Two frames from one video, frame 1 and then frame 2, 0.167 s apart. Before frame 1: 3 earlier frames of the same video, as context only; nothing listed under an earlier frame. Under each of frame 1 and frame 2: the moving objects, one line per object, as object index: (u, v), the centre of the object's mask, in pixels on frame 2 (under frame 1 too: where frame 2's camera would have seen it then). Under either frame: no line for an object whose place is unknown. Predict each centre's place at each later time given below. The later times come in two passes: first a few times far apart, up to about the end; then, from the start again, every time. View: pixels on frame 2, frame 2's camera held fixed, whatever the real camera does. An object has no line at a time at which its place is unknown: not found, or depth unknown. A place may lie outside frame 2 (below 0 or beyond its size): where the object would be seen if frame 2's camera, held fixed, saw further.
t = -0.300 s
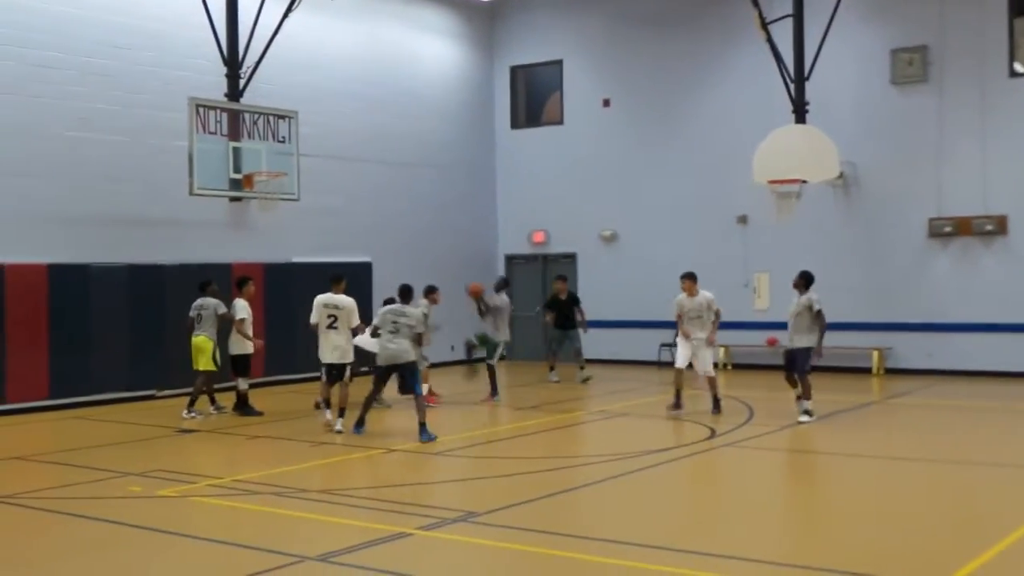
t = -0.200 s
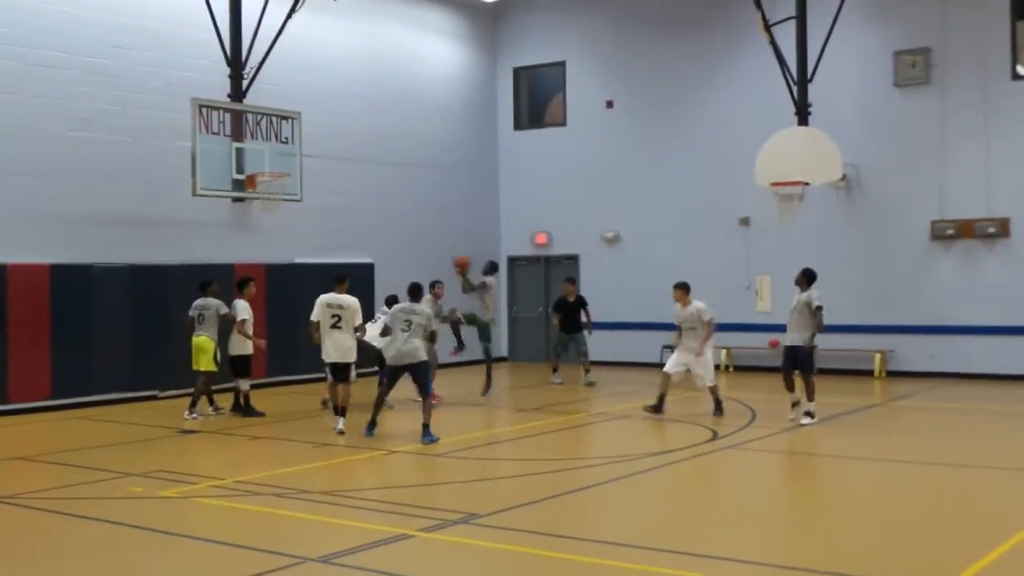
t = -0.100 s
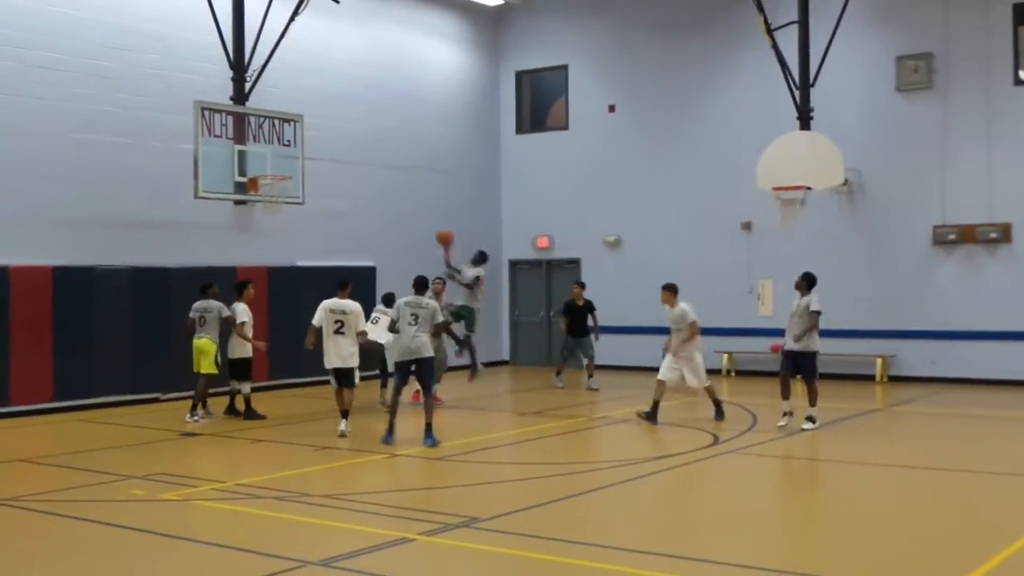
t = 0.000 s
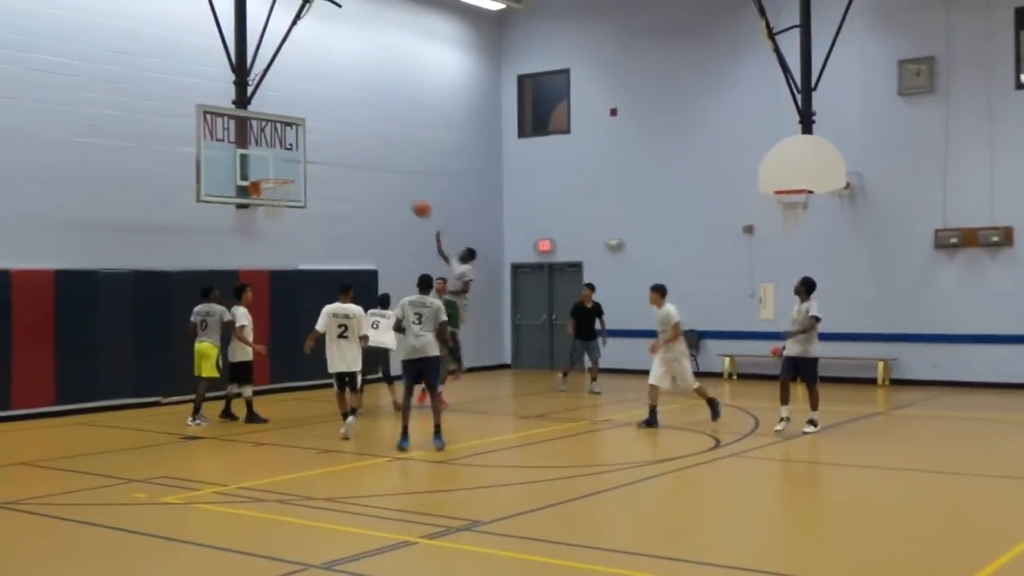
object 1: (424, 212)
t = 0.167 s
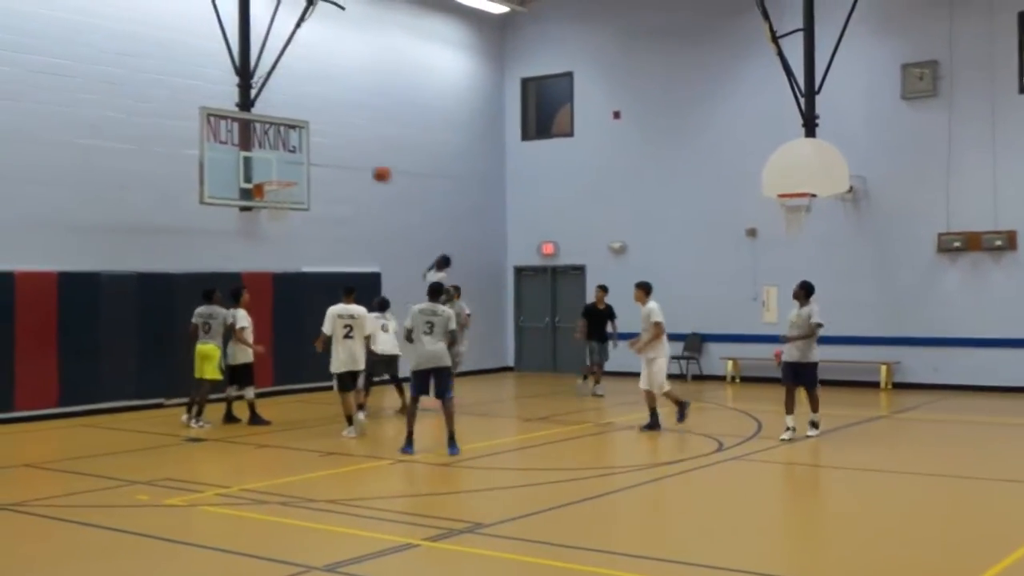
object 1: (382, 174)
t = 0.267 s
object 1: (356, 160)
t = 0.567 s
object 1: (285, 162)
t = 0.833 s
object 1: (287, 173)
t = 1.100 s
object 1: (285, 172)
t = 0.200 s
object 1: (373, 168)
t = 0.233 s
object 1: (365, 164)
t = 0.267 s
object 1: (356, 160)
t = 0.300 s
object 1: (347, 157)
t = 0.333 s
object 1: (338, 155)
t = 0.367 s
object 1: (330, 154)
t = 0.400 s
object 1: (321, 154)
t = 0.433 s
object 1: (313, 154)
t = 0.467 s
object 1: (305, 156)
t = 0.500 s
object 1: (296, 157)
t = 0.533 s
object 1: (287, 159)
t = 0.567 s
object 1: (285, 162)
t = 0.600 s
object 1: (286, 165)
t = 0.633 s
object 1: (287, 169)
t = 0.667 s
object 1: (288, 173)
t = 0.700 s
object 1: (289, 175)
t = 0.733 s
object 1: (289, 173)
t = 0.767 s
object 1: (287, 173)
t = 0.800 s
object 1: (287, 173)
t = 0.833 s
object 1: (287, 173)
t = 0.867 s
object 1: (286, 171)
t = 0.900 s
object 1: (286, 169)
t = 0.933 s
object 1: (285, 168)
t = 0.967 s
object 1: (286, 167)
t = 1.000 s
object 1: (286, 167)
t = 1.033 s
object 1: (286, 168)
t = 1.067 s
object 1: (285, 170)
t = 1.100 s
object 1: (285, 172)
